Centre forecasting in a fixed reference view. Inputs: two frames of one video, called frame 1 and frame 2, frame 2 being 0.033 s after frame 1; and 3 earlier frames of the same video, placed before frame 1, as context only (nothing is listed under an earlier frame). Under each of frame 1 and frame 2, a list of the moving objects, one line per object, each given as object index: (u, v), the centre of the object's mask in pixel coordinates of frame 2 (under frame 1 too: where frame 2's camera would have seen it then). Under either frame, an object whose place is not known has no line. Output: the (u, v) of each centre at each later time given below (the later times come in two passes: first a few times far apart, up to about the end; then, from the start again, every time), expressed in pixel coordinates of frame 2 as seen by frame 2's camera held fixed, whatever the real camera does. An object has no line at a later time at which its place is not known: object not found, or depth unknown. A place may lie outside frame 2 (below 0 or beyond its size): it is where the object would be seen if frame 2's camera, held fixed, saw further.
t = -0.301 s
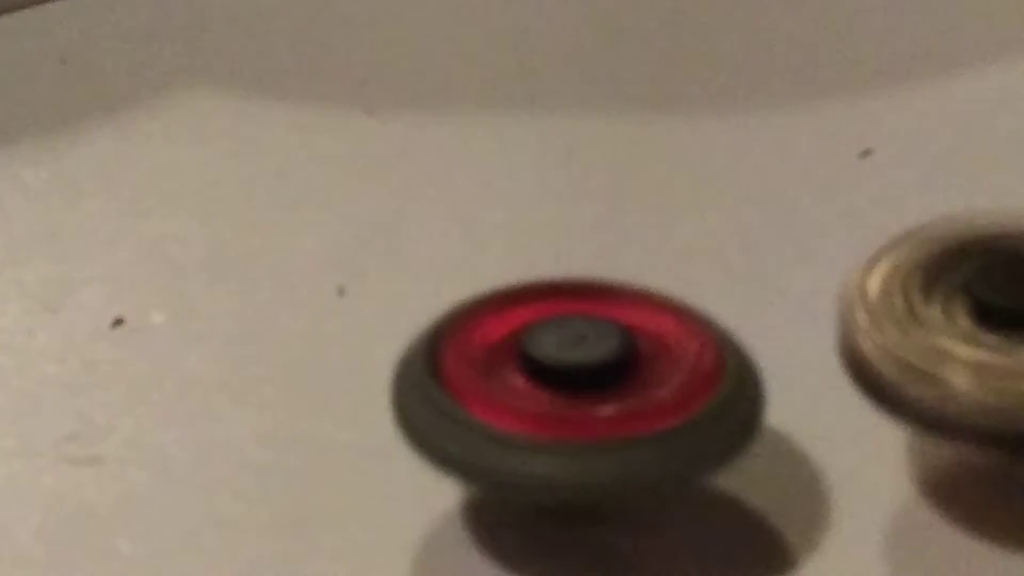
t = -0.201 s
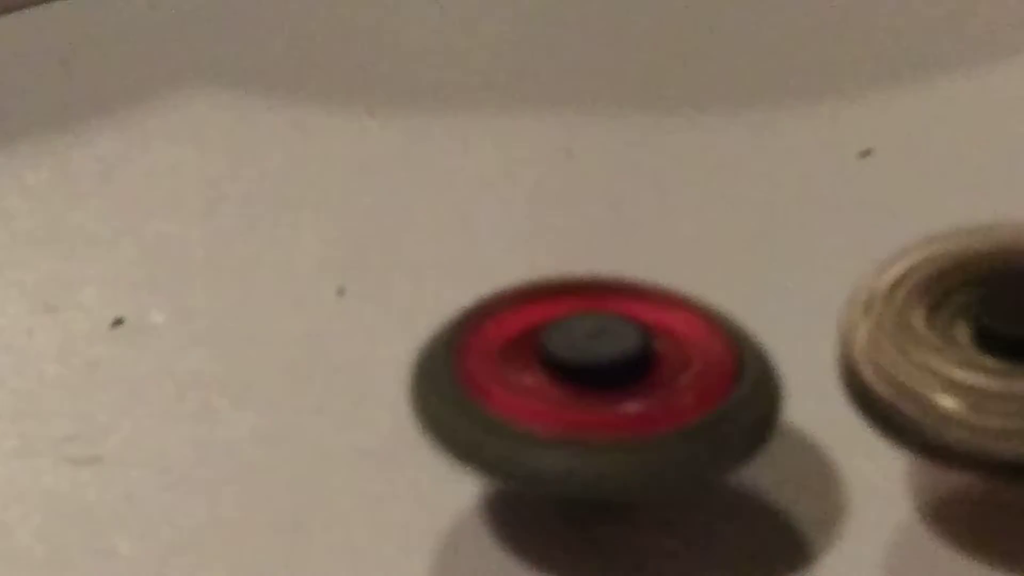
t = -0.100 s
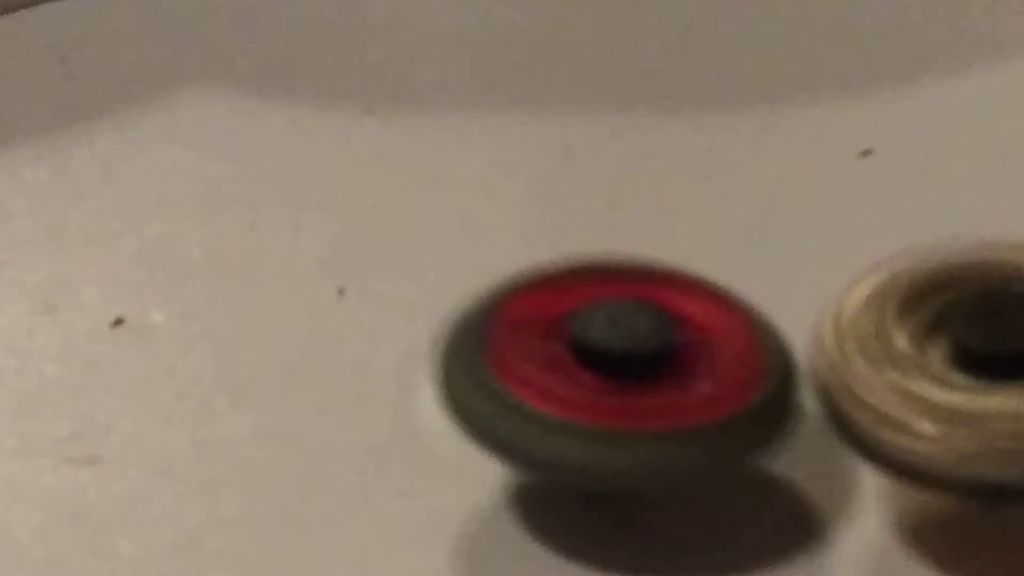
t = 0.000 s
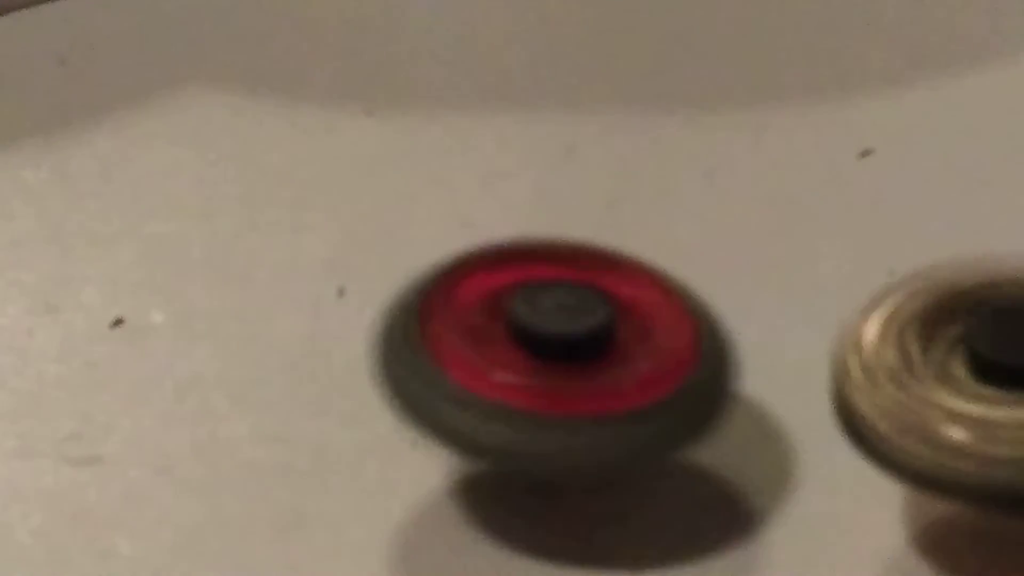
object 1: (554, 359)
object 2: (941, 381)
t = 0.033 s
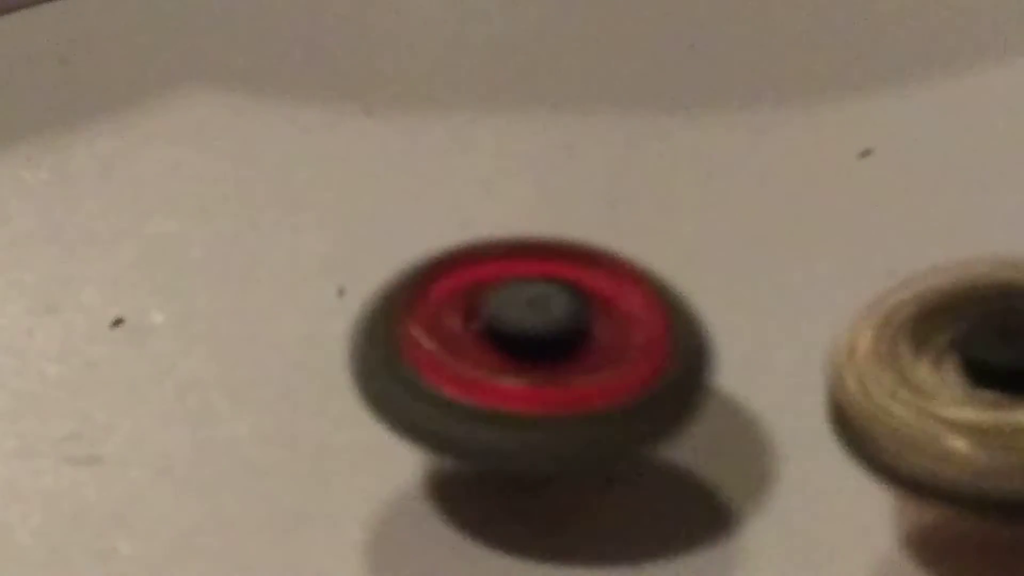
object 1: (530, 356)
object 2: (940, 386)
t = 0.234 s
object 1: (436, 311)
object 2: (885, 392)
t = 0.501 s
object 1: (386, 276)
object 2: (720, 400)
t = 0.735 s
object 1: (400, 263)
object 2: (633, 429)
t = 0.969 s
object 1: (453, 242)
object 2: (585, 418)
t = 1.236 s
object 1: (501, 219)
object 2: (622, 400)
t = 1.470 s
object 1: (520, 190)
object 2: (742, 426)
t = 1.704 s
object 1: (532, 198)
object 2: (836, 397)
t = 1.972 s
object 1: (535, 237)
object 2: (836, 330)
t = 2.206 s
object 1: (483, 231)
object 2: (833, 322)
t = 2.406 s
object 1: (424, 233)
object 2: (741, 314)
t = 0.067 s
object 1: (509, 350)
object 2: (934, 388)
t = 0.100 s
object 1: (486, 345)
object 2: (930, 389)
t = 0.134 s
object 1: (470, 338)
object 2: (921, 391)
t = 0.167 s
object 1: (456, 328)
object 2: (913, 393)
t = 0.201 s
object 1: (445, 320)
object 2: (900, 390)
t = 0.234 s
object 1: (436, 311)
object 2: (885, 392)
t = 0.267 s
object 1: (429, 303)
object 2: (869, 388)
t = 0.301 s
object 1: (426, 294)
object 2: (850, 387)
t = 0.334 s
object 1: (419, 290)
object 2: (819, 382)
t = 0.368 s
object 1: (416, 287)
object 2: (787, 382)
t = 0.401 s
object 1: (411, 288)
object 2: (750, 380)
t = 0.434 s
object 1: (404, 286)
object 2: (717, 379)
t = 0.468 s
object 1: (394, 283)
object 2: (710, 381)
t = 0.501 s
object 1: (386, 276)
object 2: (720, 400)
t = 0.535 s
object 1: (385, 273)
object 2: (719, 402)
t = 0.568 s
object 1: (385, 271)
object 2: (706, 410)
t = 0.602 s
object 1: (387, 269)
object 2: (690, 417)
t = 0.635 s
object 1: (388, 268)
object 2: (676, 426)
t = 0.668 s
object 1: (392, 266)
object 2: (661, 427)
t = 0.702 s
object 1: (395, 264)
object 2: (648, 432)
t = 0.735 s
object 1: (400, 263)
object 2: (633, 429)
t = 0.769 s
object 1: (404, 260)
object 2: (620, 430)
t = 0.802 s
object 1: (409, 259)
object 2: (604, 422)
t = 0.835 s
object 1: (414, 257)
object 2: (598, 427)
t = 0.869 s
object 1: (423, 255)
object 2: (597, 426)
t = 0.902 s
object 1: (430, 253)
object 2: (588, 425)
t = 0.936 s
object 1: (442, 247)
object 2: (585, 421)
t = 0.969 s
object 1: (453, 242)
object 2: (585, 418)
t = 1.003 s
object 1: (469, 237)
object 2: (587, 414)
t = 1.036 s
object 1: (480, 229)
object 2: (591, 418)
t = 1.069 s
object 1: (488, 224)
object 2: (599, 423)
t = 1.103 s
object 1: (492, 222)
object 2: (601, 421)
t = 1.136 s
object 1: (494, 220)
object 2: (605, 419)
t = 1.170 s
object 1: (496, 220)
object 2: (611, 414)
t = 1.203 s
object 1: (498, 220)
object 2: (617, 407)
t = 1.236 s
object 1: (501, 219)
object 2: (622, 400)
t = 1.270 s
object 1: (506, 218)
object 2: (628, 392)
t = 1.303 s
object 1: (512, 215)
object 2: (637, 386)
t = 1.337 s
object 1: (517, 213)
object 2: (654, 384)
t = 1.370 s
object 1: (517, 214)
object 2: (658, 384)
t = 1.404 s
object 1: (517, 201)
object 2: (693, 408)
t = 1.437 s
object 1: (516, 193)
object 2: (720, 419)
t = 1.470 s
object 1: (520, 190)
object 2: (742, 426)
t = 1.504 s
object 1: (518, 188)
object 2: (759, 427)
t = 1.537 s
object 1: (522, 186)
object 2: (777, 432)
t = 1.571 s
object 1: (522, 187)
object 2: (795, 426)
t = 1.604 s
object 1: (524, 187)
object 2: (808, 423)
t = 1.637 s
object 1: (525, 191)
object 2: (821, 414)
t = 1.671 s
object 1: (527, 192)
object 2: (829, 407)
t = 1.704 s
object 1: (532, 198)
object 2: (836, 397)
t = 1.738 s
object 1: (533, 202)
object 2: (838, 387)
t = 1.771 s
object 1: (539, 210)
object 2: (839, 375)
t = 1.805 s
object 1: (539, 218)
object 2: (834, 363)
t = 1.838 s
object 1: (541, 225)
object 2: (826, 350)
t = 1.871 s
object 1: (537, 234)
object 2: (817, 338)
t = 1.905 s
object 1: (533, 234)
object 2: (820, 333)
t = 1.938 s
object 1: (533, 233)
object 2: (831, 329)
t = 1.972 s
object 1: (535, 237)
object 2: (836, 330)
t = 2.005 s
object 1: (531, 233)
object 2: (854, 330)
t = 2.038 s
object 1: (527, 234)
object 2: (855, 328)
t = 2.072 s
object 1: (520, 233)
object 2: (853, 330)
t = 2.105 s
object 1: (516, 233)
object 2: (855, 329)
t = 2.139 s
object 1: (503, 231)
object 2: (848, 323)
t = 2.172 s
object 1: (495, 231)
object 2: (843, 326)
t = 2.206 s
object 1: (483, 231)
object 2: (833, 322)
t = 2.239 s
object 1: (472, 231)
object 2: (821, 322)
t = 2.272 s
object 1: (461, 233)
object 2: (808, 319)
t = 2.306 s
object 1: (450, 233)
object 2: (787, 316)
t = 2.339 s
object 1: (443, 235)
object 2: (772, 316)
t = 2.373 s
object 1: (432, 234)
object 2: (750, 313)
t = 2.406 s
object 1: (424, 233)
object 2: (741, 314)
